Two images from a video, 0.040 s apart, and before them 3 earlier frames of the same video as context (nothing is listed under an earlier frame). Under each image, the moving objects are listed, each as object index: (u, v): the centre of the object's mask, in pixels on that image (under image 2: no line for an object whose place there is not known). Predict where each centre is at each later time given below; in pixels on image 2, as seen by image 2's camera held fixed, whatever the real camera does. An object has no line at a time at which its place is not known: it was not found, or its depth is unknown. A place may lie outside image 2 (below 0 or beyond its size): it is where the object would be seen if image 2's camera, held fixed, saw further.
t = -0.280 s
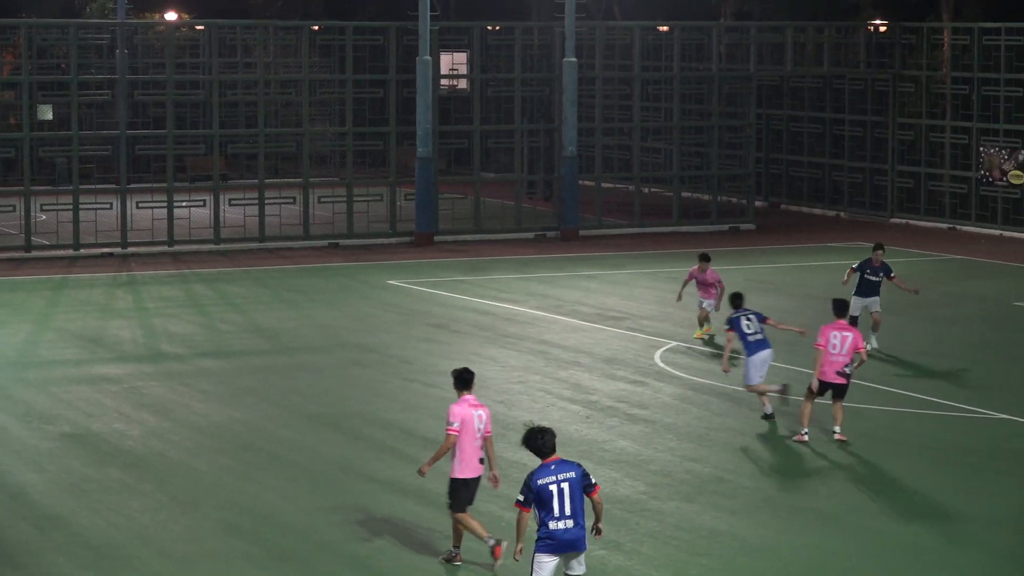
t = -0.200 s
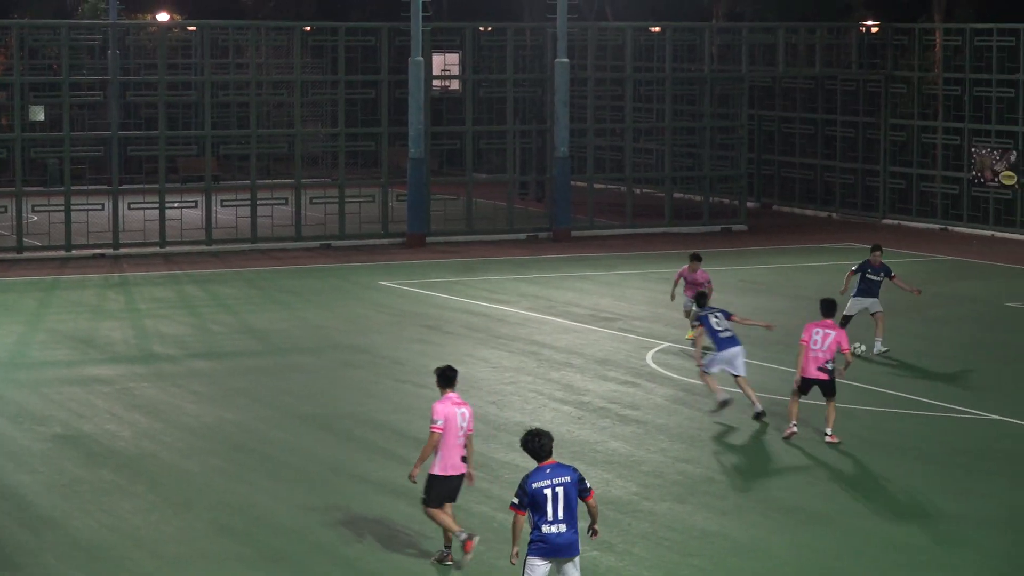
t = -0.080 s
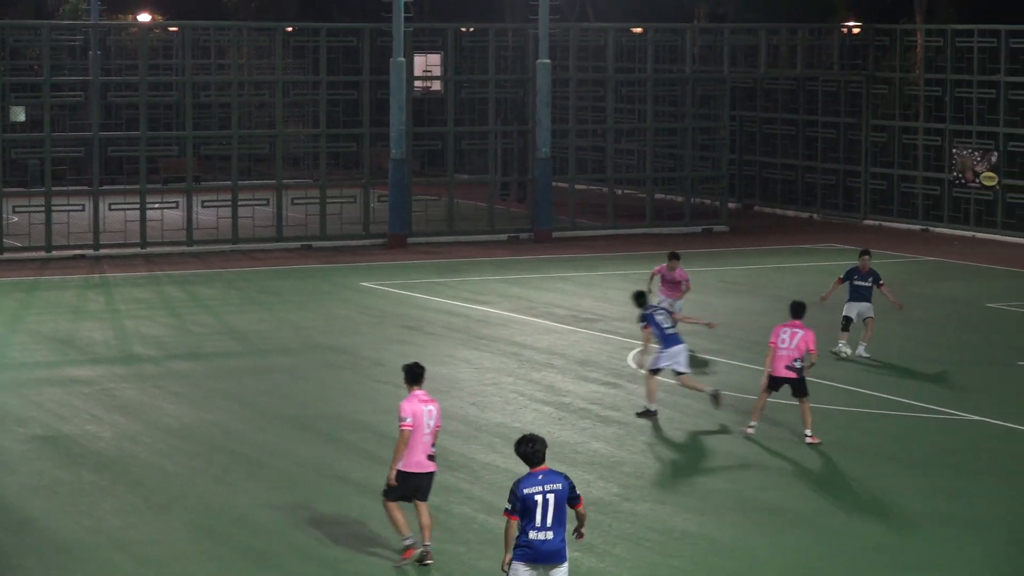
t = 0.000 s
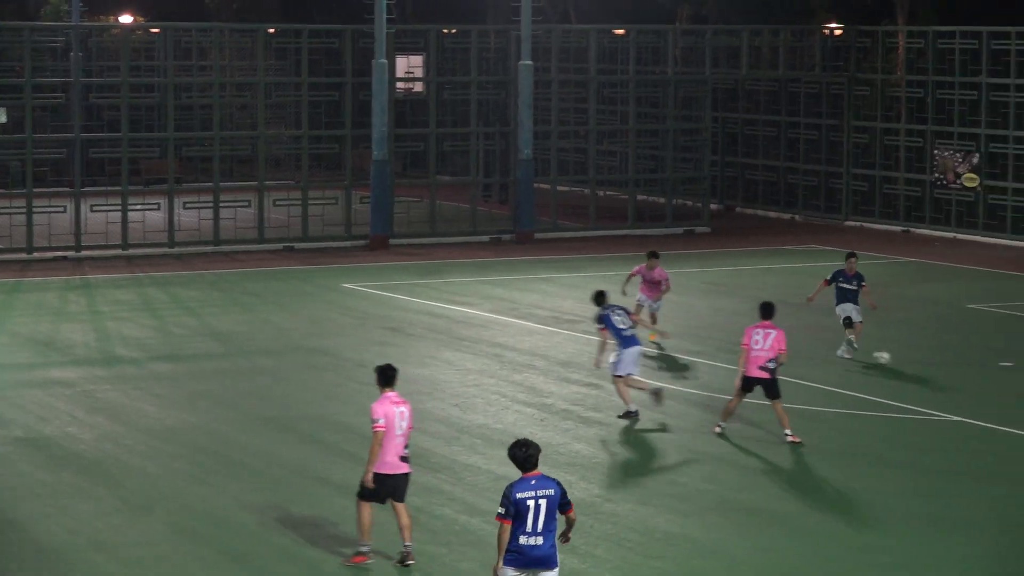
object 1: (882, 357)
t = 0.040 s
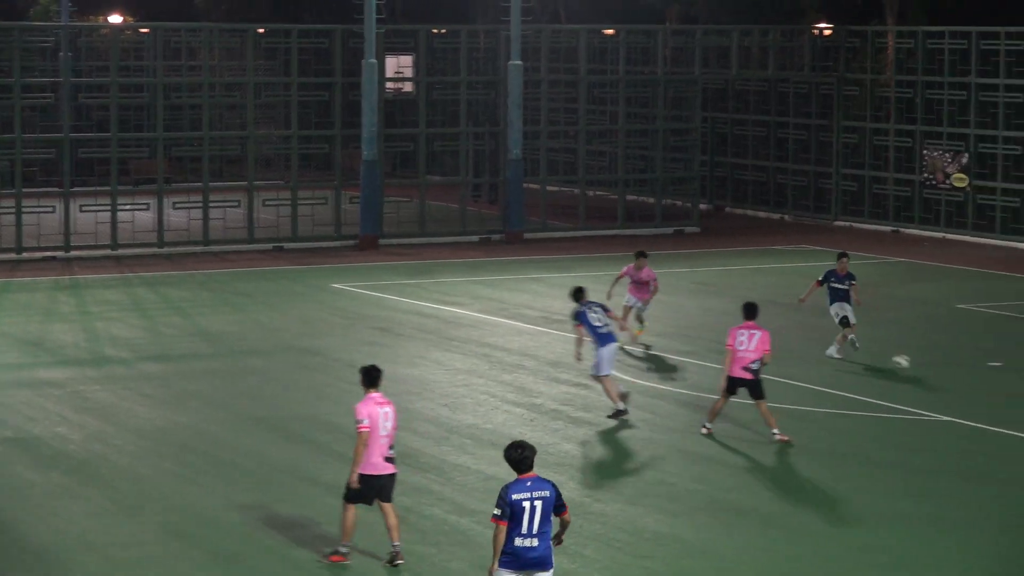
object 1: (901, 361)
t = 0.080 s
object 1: (934, 367)
